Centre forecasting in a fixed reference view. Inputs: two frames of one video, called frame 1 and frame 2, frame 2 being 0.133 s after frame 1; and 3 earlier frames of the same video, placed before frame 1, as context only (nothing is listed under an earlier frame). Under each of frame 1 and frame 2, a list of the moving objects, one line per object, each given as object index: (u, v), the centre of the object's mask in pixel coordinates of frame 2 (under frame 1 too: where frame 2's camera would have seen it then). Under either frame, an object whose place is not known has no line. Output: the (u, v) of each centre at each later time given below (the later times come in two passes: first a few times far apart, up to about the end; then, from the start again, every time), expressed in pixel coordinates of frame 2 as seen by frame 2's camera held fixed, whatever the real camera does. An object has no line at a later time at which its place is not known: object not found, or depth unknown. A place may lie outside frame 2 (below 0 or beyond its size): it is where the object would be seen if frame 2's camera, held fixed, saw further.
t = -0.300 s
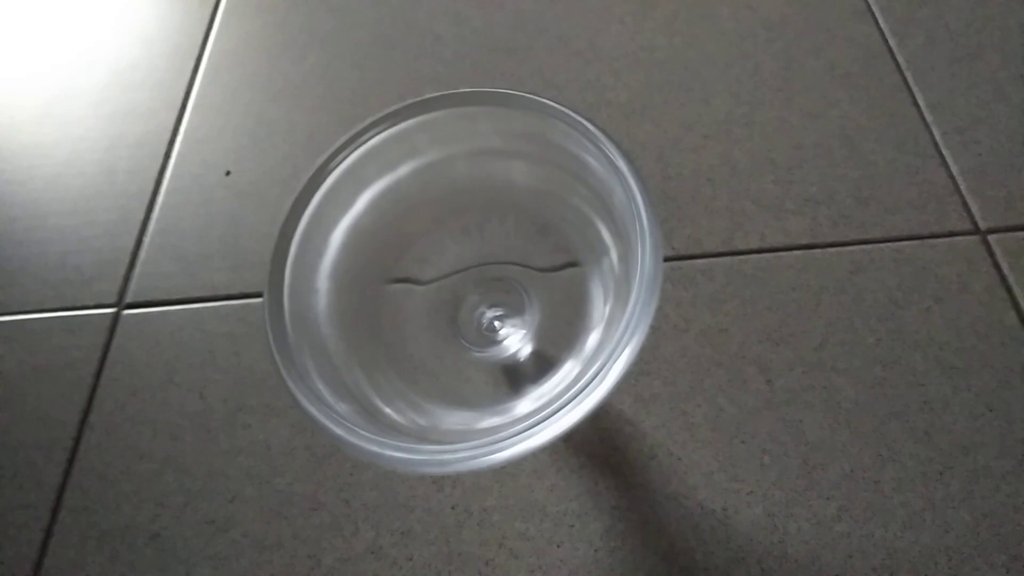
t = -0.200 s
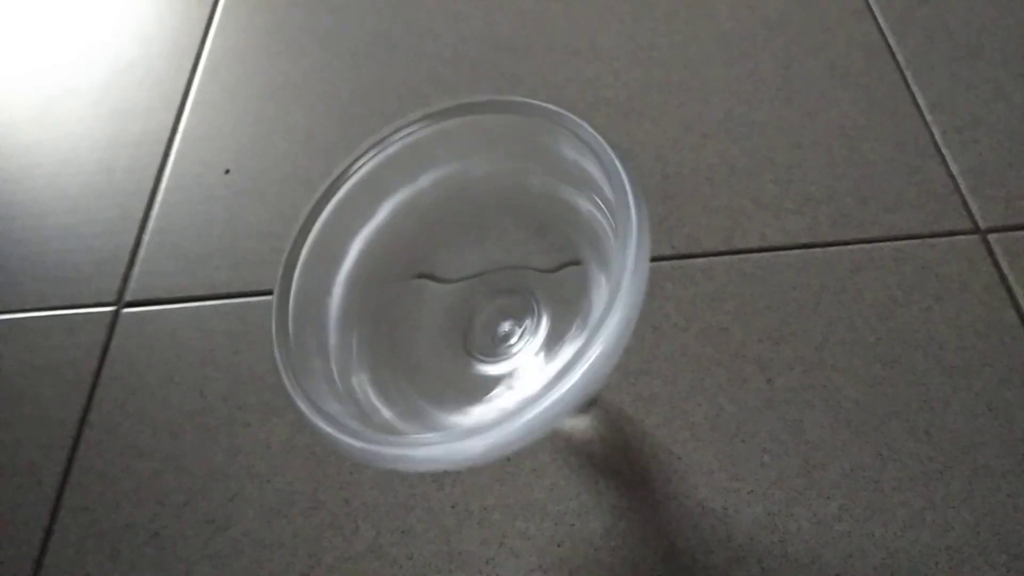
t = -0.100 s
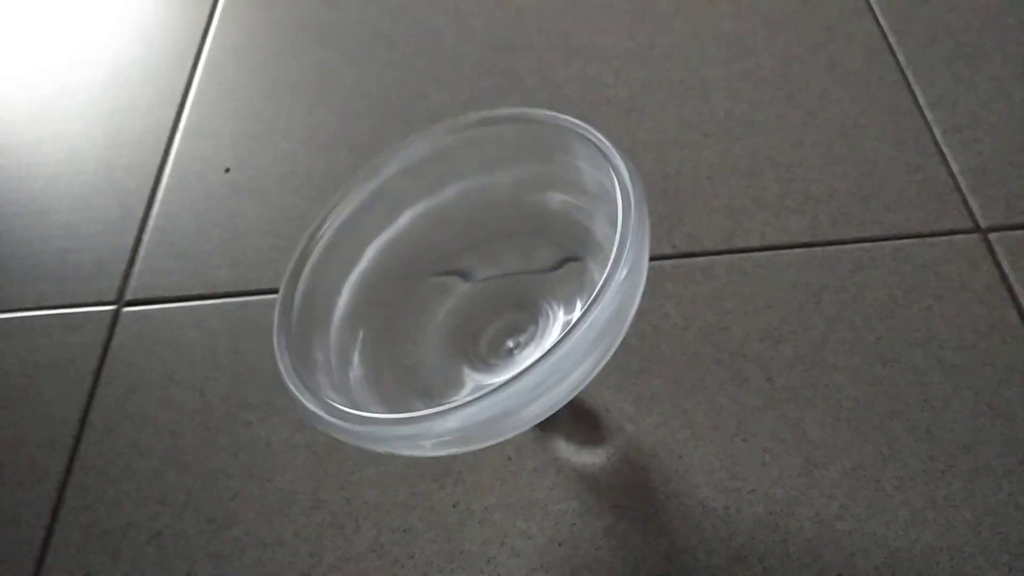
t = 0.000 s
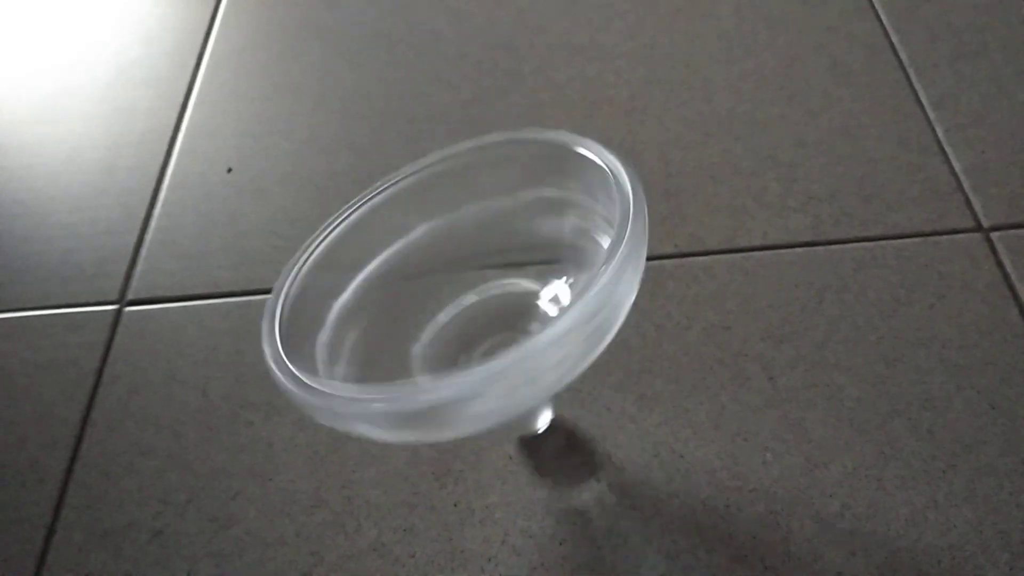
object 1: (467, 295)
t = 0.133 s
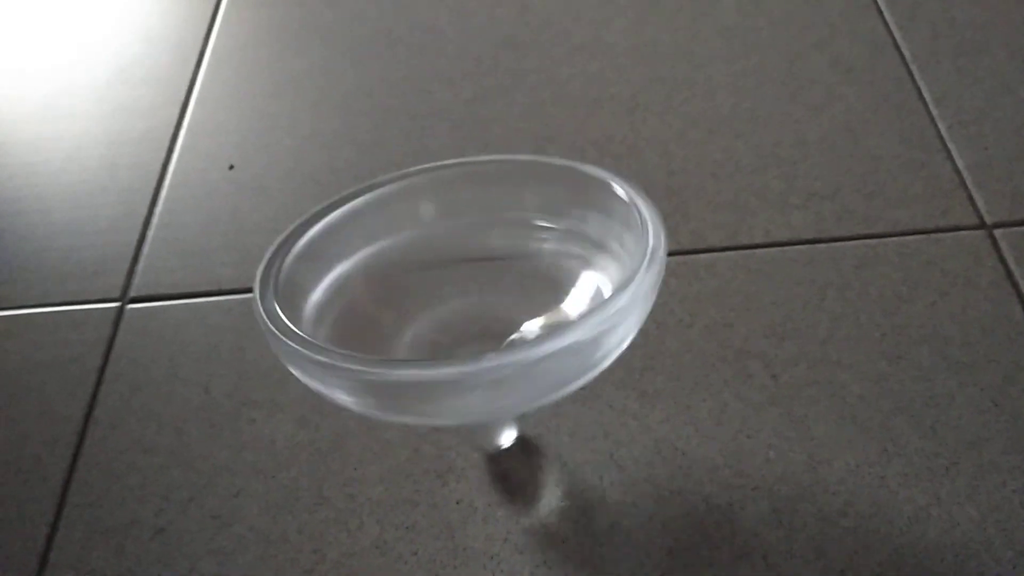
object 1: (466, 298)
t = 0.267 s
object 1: (459, 294)
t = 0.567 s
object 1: (455, 283)
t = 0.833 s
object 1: (459, 280)
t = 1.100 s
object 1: (464, 298)
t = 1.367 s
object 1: (452, 294)
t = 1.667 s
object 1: (455, 283)
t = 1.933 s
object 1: (455, 289)
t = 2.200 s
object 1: (455, 302)
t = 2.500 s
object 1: (450, 291)
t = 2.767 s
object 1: (446, 289)
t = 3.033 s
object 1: (454, 294)
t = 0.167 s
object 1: (463, 298)
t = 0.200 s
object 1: (460, 297)
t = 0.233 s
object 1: (459, 296)
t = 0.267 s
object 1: (459, 294)
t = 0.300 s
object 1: (460, 295)
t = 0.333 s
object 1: (458, 291)
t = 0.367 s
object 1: (454, 287)
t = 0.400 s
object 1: (452, 285)
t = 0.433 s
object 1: (454, 282)
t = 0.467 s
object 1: (456, 281)
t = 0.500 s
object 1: (457, 282)
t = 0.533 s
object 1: (457, 284)
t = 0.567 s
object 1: (455, 283)
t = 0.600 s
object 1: (455, 281)
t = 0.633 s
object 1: (456, 279)
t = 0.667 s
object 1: (460, 279)
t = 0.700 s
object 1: (461, 281)
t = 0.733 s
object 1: (460, 283)
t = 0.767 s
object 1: (457, 283)
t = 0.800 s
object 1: (457, 281)
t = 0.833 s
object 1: (459, 280)
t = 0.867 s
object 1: (463, 280)
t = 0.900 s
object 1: (466, 285)
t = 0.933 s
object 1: (465, 289)
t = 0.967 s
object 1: (464, 291)
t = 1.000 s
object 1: (463, 291)
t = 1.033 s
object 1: (464, 293)
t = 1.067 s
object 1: (465, 295)
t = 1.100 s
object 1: (464, 298)
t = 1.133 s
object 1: (462, 300)
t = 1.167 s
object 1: (458, 300)
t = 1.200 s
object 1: (457, 300)
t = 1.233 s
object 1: (458, 301)
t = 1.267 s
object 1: (459, 299)
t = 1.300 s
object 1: (457, 299)
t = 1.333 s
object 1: (454, 297)
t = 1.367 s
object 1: (452, 294)
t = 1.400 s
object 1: (451, 291)
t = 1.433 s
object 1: (453, 288)
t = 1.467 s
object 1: (454, 286)
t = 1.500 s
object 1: (454, 286)
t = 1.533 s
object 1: (452, 287)
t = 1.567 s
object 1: (450, 284)
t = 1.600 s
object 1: (449, 283)
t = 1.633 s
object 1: (452, 282)
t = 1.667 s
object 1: (455, 283)
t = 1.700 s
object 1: (455, 284)
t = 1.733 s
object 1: (454, 285)
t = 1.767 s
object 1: (452, 285)
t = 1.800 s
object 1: (452, 282)
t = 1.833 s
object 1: (455, 282)
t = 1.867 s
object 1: (457, 284)
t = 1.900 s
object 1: (457, 287)
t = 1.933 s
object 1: (455, 289)
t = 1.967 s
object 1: (456, 292)
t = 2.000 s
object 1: (457, 292)
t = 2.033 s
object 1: (459, 294)
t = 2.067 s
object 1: (460, 296)
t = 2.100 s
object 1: (460, 299)
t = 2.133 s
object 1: (457, 300)
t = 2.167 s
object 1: (456, 302)
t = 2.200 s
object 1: (455, 302)
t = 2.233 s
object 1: (456, 302)
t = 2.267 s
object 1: (455, 303)
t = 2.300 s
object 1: (453, 303)
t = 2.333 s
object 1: (449, 302)
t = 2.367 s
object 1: (447, 300)
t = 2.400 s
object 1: (447, 298)
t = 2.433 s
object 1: (449, 295)
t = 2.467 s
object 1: (450, 292)
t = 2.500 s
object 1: (450, 291)
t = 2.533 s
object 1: (447, 290)
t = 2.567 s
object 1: (445, 288)
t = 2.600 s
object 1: (447, 287)
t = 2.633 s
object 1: (450, 288)
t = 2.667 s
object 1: (451, 289)
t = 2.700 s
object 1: (450, 291)
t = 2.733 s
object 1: (447, 291)
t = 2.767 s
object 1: (446, 289)
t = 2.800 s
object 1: (447, 286)
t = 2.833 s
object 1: (449, 285)
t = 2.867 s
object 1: (450, 288)
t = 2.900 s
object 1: (450, 290)
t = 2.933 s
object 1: (448, 291)
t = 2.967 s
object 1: (447, 290)
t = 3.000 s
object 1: (451, 292)
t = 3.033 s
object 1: (454, 294)
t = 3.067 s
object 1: (456, 297)
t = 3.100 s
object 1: (454, 300)
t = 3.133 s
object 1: (451, 302)
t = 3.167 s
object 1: (448, 301)
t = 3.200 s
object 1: (450, 304)
